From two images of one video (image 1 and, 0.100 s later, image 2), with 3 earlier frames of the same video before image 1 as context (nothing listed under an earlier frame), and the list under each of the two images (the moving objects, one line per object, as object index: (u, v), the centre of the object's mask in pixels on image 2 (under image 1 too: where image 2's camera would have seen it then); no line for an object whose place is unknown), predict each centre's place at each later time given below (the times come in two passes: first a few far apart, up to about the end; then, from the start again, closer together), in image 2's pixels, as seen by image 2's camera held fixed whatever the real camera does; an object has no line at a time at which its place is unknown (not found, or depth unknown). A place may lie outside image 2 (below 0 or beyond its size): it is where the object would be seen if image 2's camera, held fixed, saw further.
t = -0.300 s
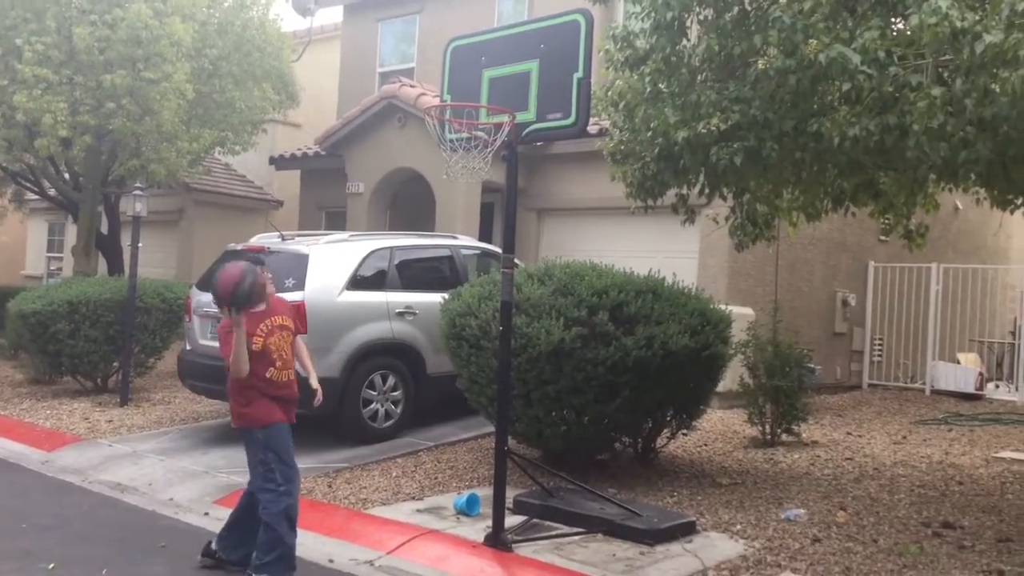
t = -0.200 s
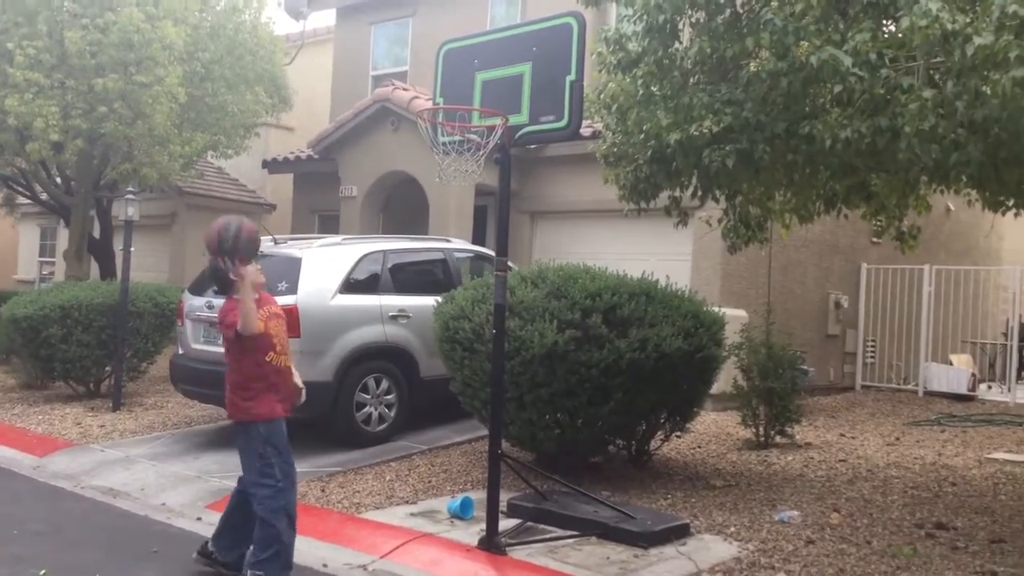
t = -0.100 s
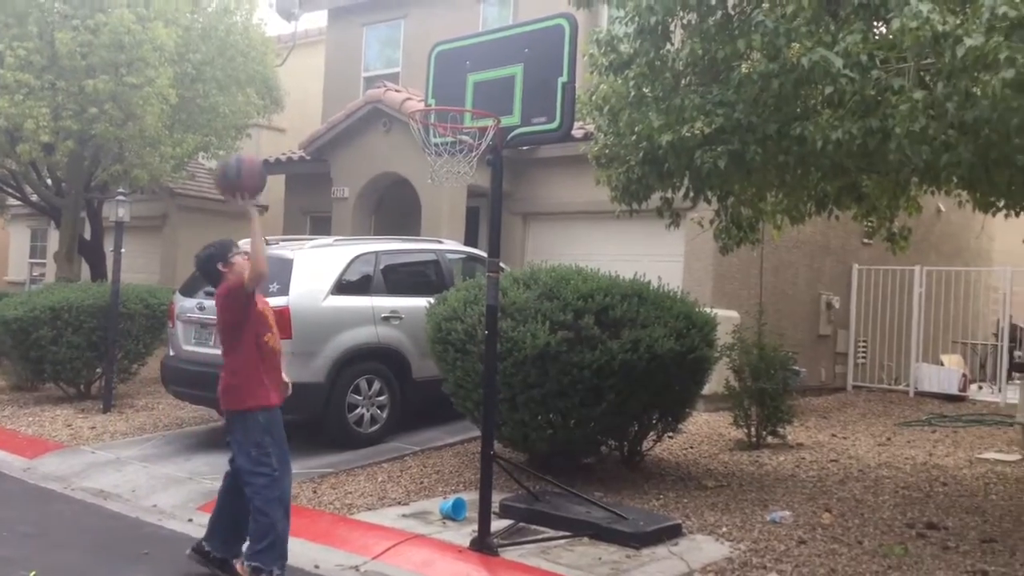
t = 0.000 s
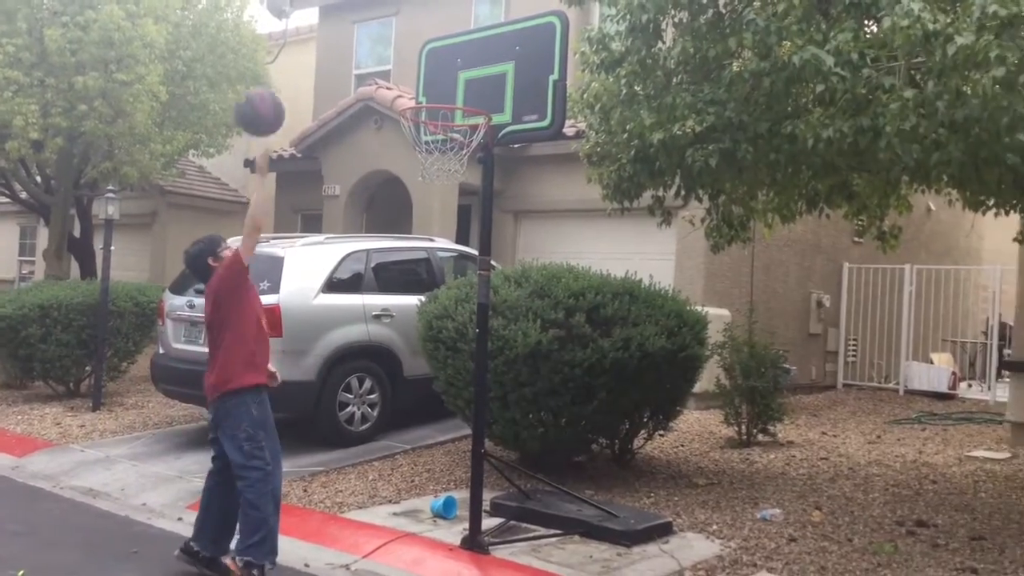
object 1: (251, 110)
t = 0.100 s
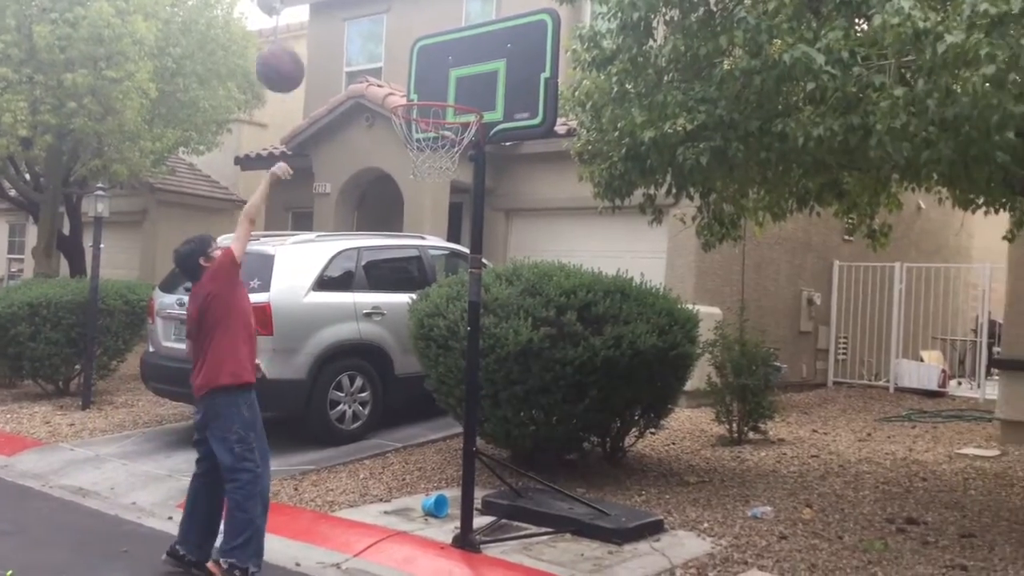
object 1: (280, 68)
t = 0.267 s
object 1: (327, 49)
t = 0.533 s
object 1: (380, 122)
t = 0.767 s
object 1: (390, 252)
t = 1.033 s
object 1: (390, 501)
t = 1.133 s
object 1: (393, 449)
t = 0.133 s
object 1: (290, 61)
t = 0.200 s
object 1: (309, 50)
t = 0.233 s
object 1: (318, 48)
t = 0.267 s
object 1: (327, 49)
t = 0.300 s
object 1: (335, 51)
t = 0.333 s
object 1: (344, 55)
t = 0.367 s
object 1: (352, 61)
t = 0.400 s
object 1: (359, 69)
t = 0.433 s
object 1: (365, 80)
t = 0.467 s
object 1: (373, 90)
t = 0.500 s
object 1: (378, 103)
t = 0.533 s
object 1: (380, 122)
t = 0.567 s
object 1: (382, 134)
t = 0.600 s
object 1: (387, 150)
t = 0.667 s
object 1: (388, 186)
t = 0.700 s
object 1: (386, 209)
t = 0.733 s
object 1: (389, 229)
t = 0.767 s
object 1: (390, 252)
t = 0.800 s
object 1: (390, 279)
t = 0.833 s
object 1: (391, 307)
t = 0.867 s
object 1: (391, 337)
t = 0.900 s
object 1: (390, 367)
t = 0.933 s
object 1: (391, 400)
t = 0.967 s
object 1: (391, 429)
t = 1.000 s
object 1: (390, 466)
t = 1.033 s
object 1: (390, 501)
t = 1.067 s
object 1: (390, 488)
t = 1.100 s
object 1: (391, 466)
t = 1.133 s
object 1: (393, 449)
